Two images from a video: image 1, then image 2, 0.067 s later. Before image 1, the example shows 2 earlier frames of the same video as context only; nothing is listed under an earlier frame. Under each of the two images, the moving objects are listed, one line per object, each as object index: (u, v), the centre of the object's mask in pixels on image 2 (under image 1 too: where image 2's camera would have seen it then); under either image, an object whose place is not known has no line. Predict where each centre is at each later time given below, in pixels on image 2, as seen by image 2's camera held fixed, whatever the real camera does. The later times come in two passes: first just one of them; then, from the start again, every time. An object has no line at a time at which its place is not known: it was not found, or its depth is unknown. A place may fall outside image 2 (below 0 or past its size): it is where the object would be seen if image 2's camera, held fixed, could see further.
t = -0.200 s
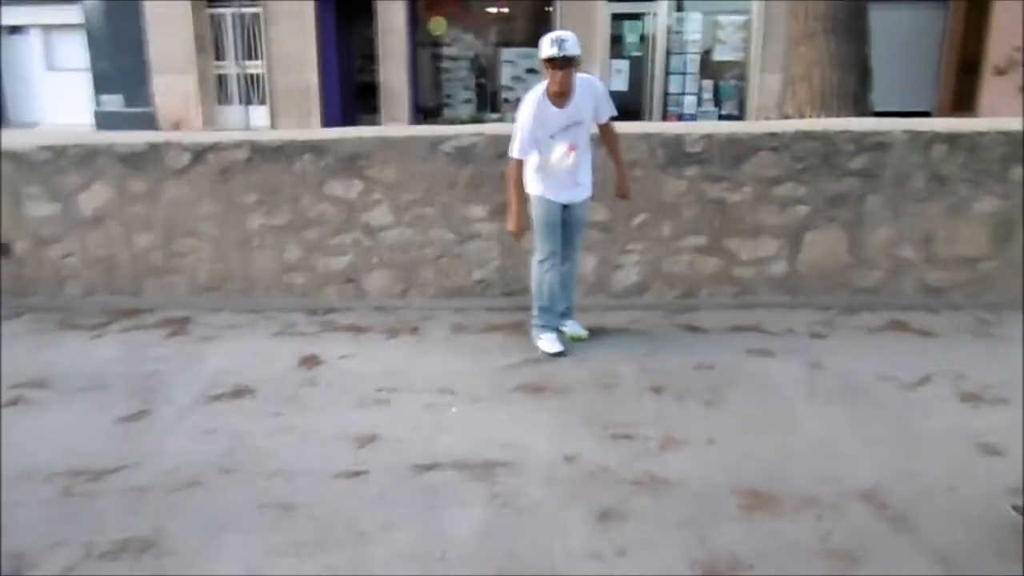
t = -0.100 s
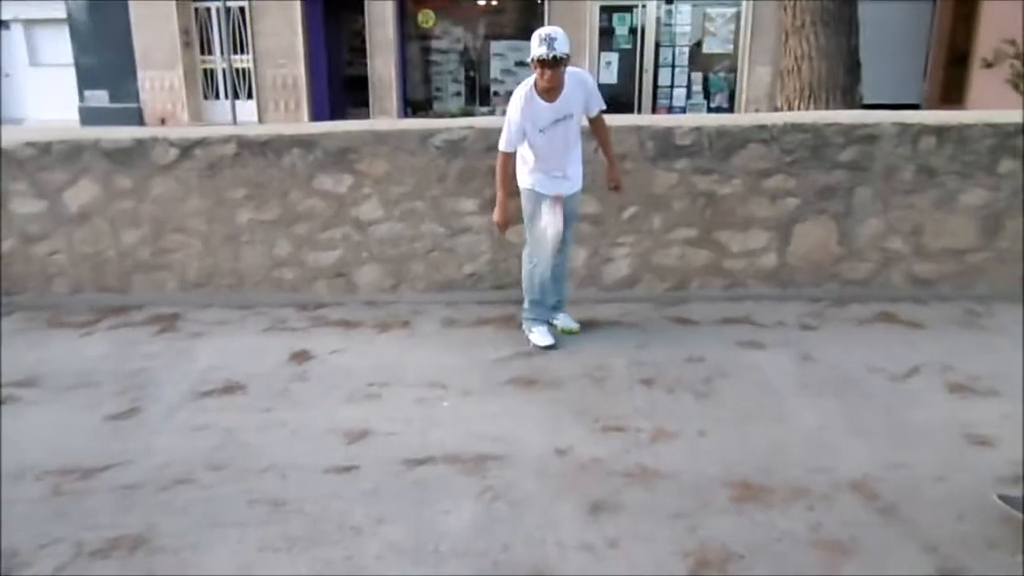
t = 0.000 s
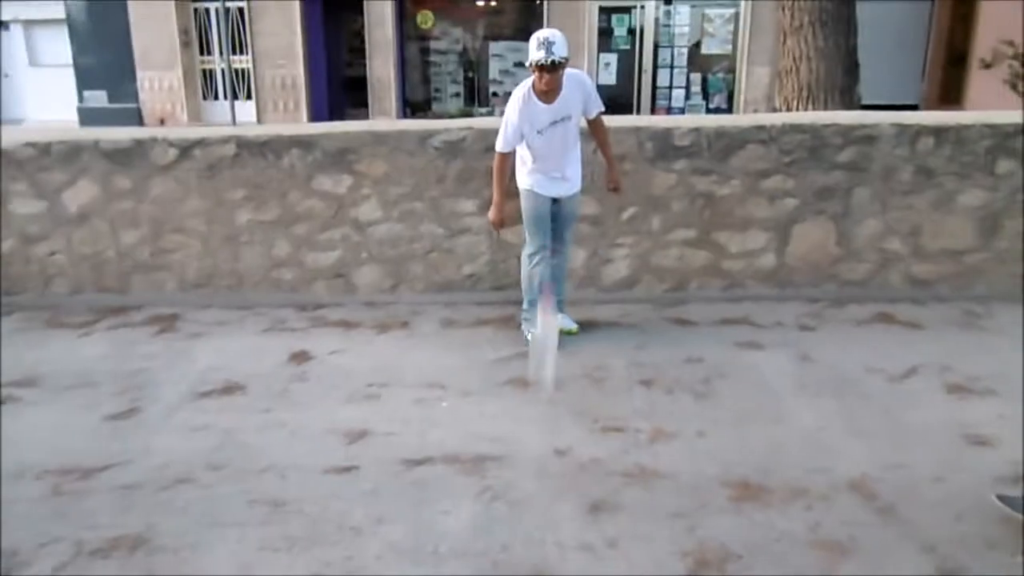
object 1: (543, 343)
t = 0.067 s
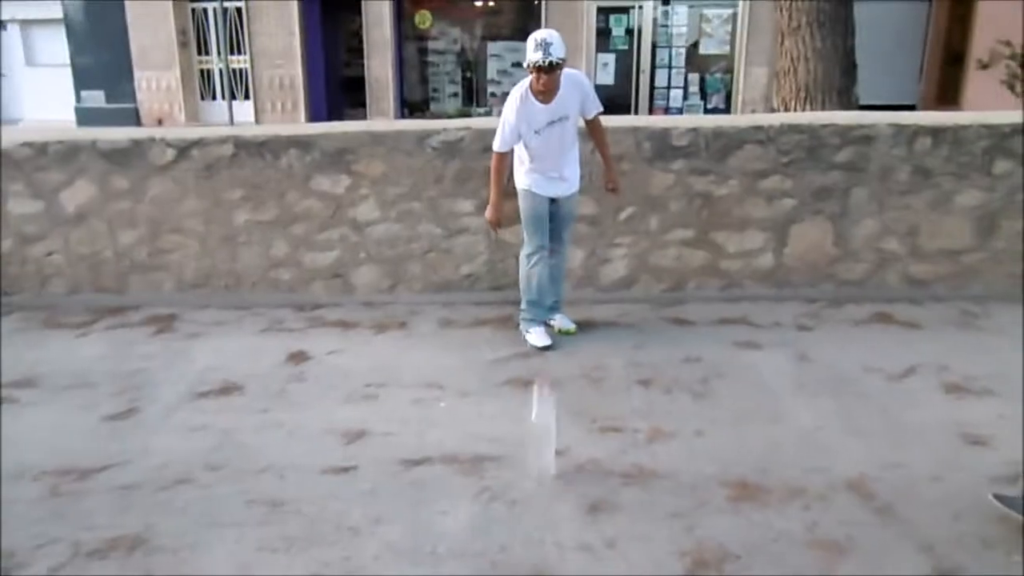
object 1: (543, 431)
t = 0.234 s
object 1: (543, 445)
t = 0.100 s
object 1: (542, 443)
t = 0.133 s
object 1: (542, 444)
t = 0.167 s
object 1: (541, 444)
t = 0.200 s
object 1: (542, 445)
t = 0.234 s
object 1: (543, 445)
